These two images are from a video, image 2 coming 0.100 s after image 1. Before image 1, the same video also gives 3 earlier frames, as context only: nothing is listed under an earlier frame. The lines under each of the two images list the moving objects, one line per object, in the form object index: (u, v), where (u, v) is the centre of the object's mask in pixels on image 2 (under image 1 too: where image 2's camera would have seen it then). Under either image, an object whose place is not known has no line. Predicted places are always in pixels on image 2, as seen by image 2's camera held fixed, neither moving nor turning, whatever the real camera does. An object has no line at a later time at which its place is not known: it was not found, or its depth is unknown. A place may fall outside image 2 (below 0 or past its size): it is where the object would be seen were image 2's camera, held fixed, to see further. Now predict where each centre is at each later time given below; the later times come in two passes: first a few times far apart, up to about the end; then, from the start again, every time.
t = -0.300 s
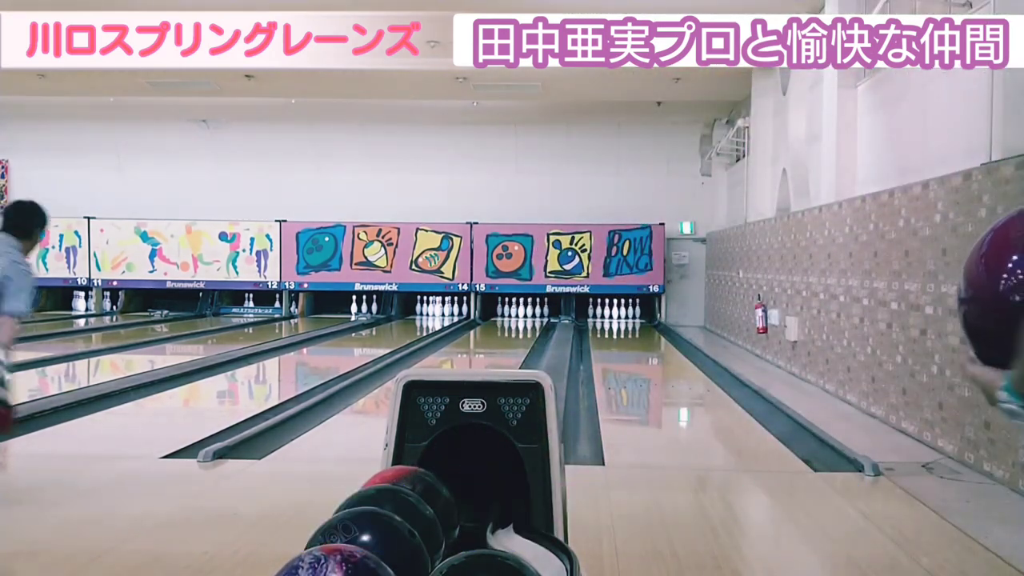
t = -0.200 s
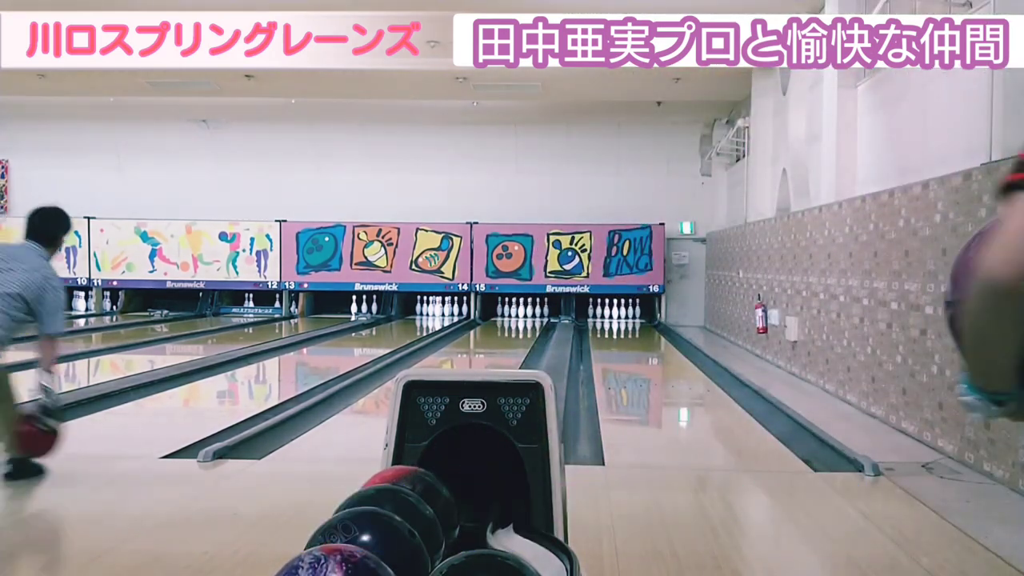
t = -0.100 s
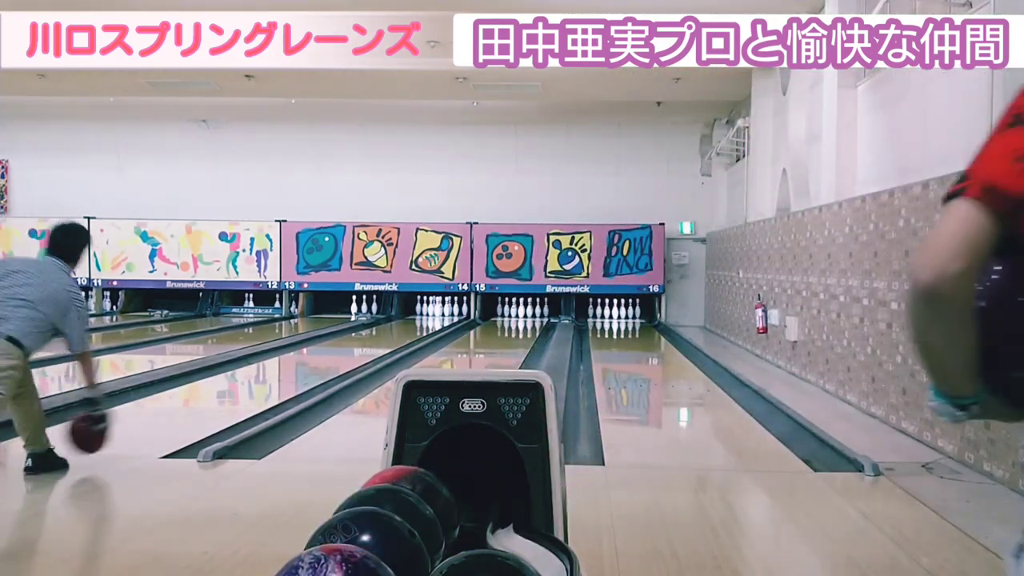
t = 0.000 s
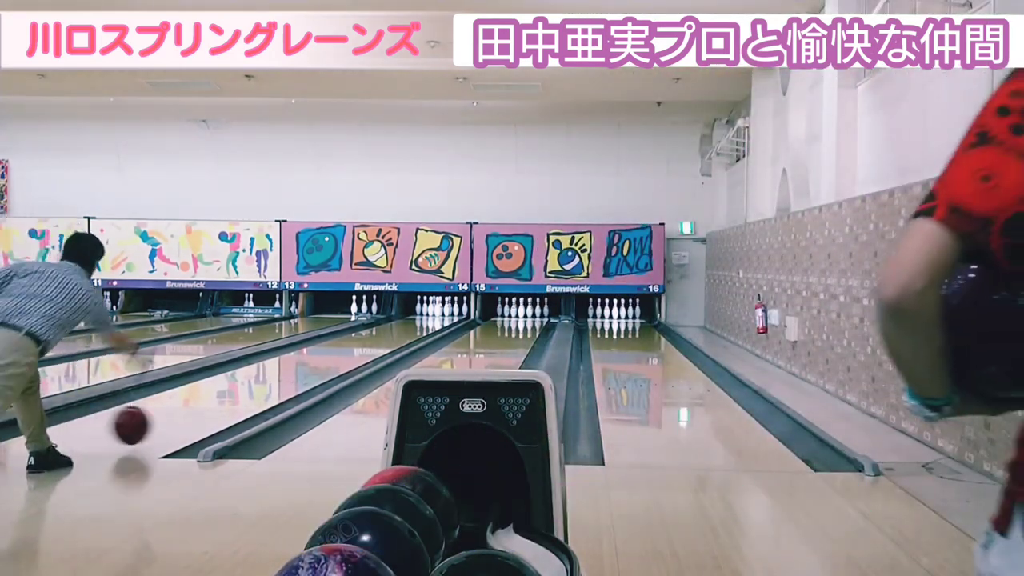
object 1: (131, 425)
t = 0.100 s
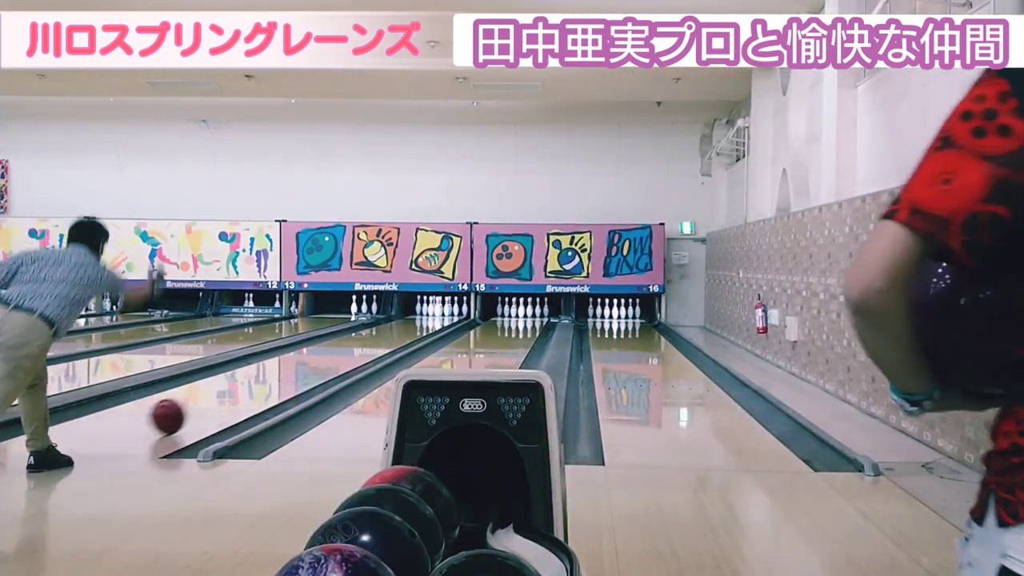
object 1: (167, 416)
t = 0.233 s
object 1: (209, 402)
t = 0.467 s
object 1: (264, 382)
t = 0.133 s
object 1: (179, 412)
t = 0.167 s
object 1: (189, 409)
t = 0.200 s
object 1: (199, 405)
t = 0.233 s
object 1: (209, 402)
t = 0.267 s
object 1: (218, 398)
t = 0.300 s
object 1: (227, 395)
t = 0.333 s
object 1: (234, 393)
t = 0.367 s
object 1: (243, 390)
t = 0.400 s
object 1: (250, 387)
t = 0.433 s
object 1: (257, 385)
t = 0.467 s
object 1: (264, 382)
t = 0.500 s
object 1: (271, 380)
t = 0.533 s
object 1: (277, 377)
